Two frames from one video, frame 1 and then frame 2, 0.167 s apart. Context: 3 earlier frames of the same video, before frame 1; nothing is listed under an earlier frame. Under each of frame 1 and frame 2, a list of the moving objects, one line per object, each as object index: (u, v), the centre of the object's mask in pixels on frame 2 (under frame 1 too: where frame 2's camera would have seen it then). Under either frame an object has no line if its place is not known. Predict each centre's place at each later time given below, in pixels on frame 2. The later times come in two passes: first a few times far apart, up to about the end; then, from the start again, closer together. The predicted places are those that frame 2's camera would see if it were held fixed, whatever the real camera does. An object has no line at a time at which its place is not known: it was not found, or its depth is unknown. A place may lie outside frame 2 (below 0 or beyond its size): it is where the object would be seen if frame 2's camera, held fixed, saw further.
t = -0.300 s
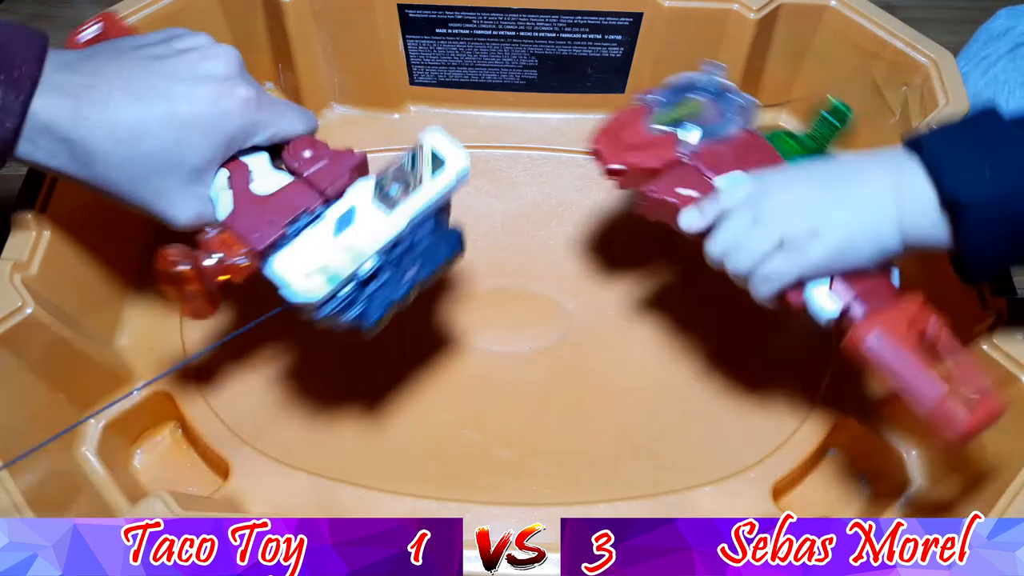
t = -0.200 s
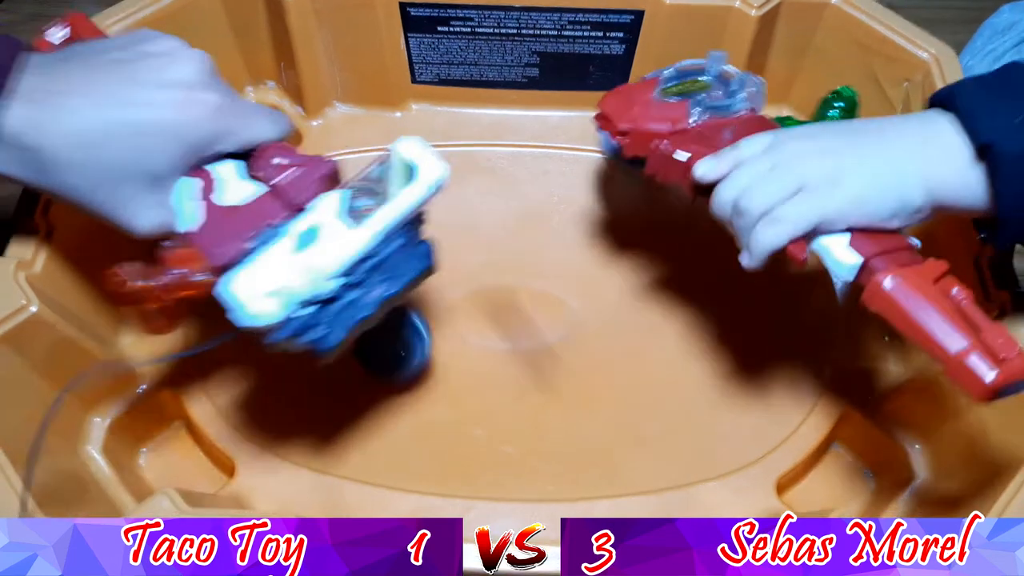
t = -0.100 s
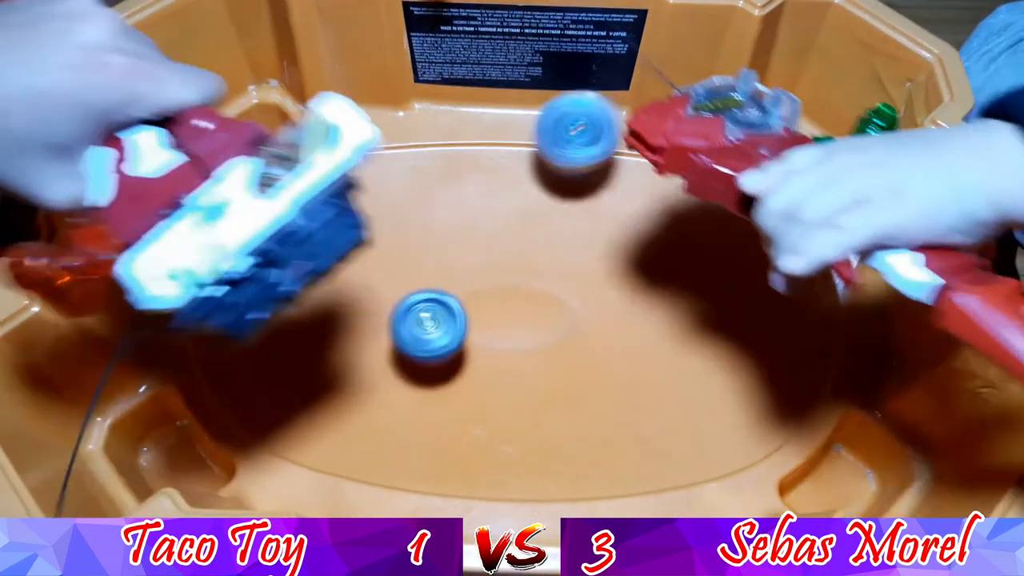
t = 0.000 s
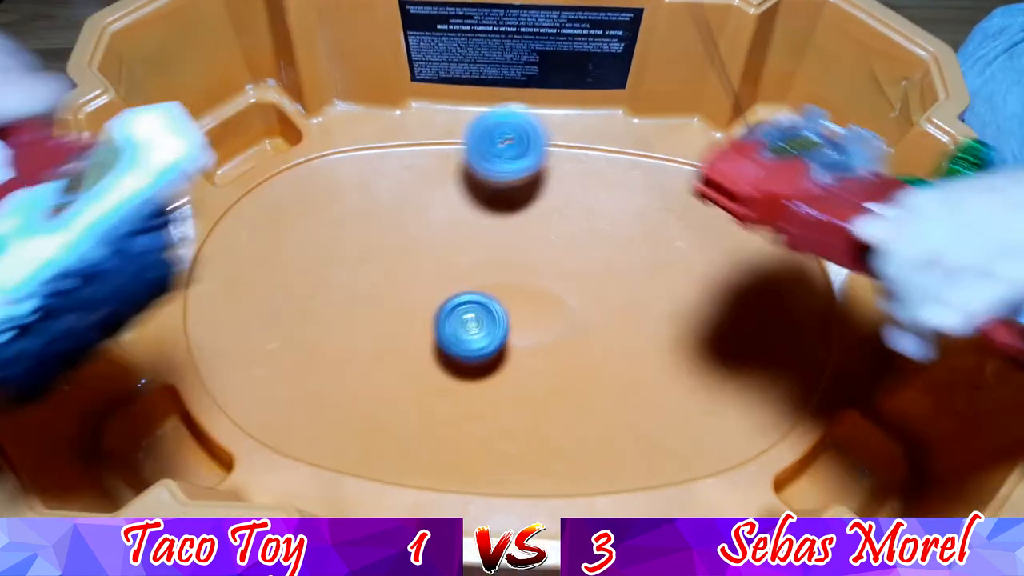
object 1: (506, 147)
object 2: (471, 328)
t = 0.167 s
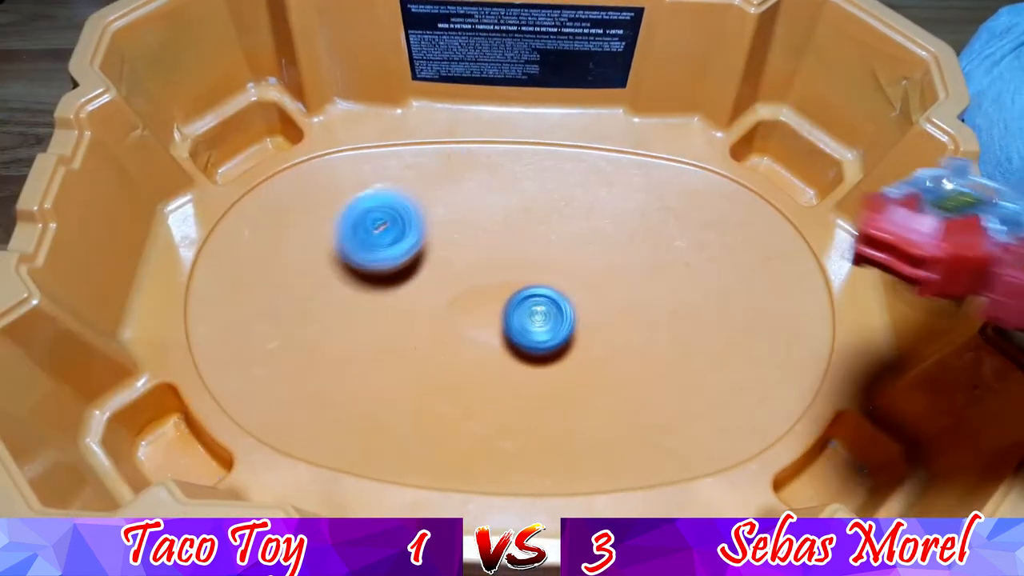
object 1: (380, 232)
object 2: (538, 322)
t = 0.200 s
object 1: (358, 249)
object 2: (552, 322)
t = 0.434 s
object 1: (321, 405)
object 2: (625, 285)
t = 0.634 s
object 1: (474, 427)
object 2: (610, 241)
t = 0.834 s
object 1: (655, 312)
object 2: (551, 234)
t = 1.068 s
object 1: (693, 149)
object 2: (491, 279)
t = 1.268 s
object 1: (581, 166)
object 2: (512, 327)
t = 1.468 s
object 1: (430, 250)
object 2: (584, 358)
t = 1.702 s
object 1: (361, 376)
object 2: (651, 299)
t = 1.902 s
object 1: (467, 410)
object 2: (609, 234)
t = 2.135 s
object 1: (649, 309)
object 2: (484, 241)
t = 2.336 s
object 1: (684, 185)
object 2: (418, 310)
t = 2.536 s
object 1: (605, 136)
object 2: (456, 377)
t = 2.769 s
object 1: (443, 218)
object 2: (562, 364)
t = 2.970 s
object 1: (356, 352)
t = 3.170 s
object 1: (429, 429)
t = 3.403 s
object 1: (608, 359)
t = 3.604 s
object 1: (683, 233)
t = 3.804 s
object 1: (615, 152)
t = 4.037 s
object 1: (448, 196)
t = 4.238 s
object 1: (338, 321)
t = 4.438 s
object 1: (399, 425)
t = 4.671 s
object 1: (601, 381)
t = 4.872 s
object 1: (692, 253)
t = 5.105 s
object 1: (614, 154)
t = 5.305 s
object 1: (470, 182)
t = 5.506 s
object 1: (346, 292)
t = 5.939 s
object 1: (580, 387)
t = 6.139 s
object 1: (687, 273)
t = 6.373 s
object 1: (618, 166)
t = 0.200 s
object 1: (358, 249)
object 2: (552, 322)
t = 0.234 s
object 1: (339, 272)
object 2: (566, 320)
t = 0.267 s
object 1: (323, 295)
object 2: (580, 317)
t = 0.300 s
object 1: (312, 319)
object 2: (593, 314)
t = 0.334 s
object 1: (305, 342)
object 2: (604, 308)
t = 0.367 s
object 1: (304, 365)
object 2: (613, 300)
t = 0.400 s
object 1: (310, 386)
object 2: (620, 294)
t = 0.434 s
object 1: (321, 405)
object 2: (625, 285)
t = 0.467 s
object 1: (337, 419)
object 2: (628, 277)
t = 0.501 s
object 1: (358, 429)
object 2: (627, 269)
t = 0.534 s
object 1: (384, 435)
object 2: (625, 260)
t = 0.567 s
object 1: (412, 437)
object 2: (622, 252)
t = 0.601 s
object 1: (443, 435)
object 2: (617, 246)
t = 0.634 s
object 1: (474, 427)
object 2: (610, 241)
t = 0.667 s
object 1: (507, 415)
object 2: (603, 235)
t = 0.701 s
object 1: (540, 399)
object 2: (594, 232)
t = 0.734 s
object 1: (573, 381)
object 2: (584, 230)
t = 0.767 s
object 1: (603, 360)
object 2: (574, 230)
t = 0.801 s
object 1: (632, 337)
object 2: (563, 231)
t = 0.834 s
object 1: (655, 312)
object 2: (551, 234)
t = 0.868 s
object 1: (674, 286)
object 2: (540, 238)
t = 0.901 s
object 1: (688, 259)
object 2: (528, 243)
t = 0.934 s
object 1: (697, 234)
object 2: (517, 248)
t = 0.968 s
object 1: (702, 210)
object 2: (508, 255)
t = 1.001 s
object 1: (703, 188)
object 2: (500, 263)
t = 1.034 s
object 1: (700, 168)
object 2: (494, 271)
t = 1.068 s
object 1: (693, 149)
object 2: (491, 279)
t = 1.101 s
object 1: (682, 135)
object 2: (489, 287)
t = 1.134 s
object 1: (667, 132)
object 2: (491, 295)
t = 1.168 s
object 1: (648, 138)
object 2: (494, 301)
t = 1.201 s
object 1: (627, 141)
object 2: (498, 309)
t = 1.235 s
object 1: (605, 156)
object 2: (504, 318)
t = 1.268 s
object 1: (581, 166)
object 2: (512, 327)
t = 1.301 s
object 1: (558, 179)
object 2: (521, 337)
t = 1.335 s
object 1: (533, 193)
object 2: (531, 345)
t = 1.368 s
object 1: (507, 206)
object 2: (543, 351)
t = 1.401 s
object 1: (482, 220)
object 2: (556, 356)
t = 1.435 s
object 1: (454, 235)
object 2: (570, 358)
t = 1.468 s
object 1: (430, 250)
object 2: (584, 358)
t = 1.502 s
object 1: (408, 267)
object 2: (598, 355)
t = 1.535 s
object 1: (389, 285)
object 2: (611, 350)
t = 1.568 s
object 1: (374, 304)
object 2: (624, 342)
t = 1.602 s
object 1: (364, 324)
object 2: (634, 334)
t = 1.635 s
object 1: (358, 343)
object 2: (642, 323)
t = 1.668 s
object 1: (357, 361)
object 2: (648, 311)
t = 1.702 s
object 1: (361, 376)
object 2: (651, 299)
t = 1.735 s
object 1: (369, 390)
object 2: (651, 287)
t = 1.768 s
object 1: (382, 401)
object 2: (649, 275)
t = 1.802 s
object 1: (399, 408)
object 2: (643, 263)
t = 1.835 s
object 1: (419, 412)
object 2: (634, 252)
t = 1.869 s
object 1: (441, 413)
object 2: (623, 242)
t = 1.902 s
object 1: (467, 410)
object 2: (609, 234)
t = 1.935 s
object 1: (493, 403)
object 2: (593, 228)
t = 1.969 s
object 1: (520, 394)
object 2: (576, 225)
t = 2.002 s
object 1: (548, 382)
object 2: (558, 223)
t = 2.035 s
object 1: (576, 367)
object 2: (539, 225)
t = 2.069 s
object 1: (604, 350)
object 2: (520, 229)
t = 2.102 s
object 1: (628, 330)
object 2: (502, 234)
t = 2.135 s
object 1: (649, 309)
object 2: (484, 241)
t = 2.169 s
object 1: (666, 288)
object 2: (468, 250)
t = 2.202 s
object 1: (678, 265)
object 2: (453, 260)
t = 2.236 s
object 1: (686, 243)
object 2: (441, 270)
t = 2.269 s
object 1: (689, 223)
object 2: (430, 283)
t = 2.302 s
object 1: (688, 203)
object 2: (422, 296)
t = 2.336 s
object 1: (684, 185)
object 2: (418, 310)
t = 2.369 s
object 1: (677, 170)
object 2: (416, 324)
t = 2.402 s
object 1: (667, 156)
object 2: (419, 338)
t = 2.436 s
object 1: (654, 146)
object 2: (424, 350)
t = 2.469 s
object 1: (640, 139)
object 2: (432, 361)
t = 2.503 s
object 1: (623, 135)
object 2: (443, 370)
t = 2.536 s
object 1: (605, 136)
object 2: (456, 377)
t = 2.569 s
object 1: (585, 140)
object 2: (471, 381)
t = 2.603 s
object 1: (563, 147)
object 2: (487, 383)
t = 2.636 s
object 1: (541, 157)
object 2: (503, 383)
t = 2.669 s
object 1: (518, 169)
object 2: (518, 380)
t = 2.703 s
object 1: (494, 183)
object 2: (534, 376)
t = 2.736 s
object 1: (468, 200)
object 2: (548, 371)
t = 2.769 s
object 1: (443, 218)
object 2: (562, 364)
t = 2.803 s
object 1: (419, 238)
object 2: (575, 355)
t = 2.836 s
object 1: (397, 259)
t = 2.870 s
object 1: (380, 282)
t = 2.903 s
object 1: (367, 305)
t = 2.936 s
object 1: (360, 329)
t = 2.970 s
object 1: (356, 352)
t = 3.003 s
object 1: (357, 373)
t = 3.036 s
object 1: (363, 391)
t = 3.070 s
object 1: (373, 406)
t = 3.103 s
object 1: (388, 417)
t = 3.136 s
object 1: (407, 425)
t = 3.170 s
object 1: (429, 429)
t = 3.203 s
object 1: (452, 429)
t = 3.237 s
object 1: (478, 424)
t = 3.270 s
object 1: (504, 417)
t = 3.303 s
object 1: (529, 406)
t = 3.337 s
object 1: (556, 393)
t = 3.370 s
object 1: (582, 377)
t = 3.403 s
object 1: (608, 359)
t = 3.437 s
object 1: (631, 340)
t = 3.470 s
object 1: (650, 319)
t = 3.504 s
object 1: (665, 297)
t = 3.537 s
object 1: (676, 275)
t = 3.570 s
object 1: (682, 253)
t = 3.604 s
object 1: (683, 233)
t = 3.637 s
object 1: (680, 213)
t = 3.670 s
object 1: (673, 196)
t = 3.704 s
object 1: (663, 181)
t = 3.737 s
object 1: (649, 168)
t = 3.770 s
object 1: (633, 158)
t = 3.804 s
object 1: (615, 152)
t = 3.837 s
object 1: (596, 149)
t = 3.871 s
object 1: (574, 150)
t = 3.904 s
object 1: (551, 154)
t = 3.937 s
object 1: (526, 160)
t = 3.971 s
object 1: (501, 169)
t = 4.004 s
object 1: (475, 182)
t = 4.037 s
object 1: (448, 196)
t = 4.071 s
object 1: (423, 212)
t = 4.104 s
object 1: (398, 232)
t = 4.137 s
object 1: (377, 252)
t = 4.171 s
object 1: (359, 275)
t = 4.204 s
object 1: (347, 297)
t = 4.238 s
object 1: (338, 321)
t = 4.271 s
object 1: (336, 344)
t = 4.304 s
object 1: (338, 366)
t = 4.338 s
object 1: (347, 386)
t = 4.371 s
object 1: (360, 403)
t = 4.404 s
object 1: (377, 415)
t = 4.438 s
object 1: (399, 425)
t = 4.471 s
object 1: (424, 430)
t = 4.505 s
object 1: (453, 431)
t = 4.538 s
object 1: (482, 427)
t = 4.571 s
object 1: (511, 420)
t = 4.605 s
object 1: (542, 409)
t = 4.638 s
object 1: (571, 396)
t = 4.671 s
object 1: (601, 381)
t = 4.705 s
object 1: (628, 363)
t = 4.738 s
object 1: (650, 343)
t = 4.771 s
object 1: (668, 320)
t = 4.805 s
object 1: (681, 298)
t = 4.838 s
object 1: (689, 275)
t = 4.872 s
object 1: (692, 253)
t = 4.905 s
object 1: (691, 232)
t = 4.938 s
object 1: (687, 212)
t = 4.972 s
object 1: (678, 195)
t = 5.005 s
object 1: (666, 180)
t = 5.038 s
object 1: (651, 169)
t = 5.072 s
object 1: (633, 159)
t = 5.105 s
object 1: (614, 154)
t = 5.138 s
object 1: (592, 150)
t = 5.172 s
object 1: (570, 151)
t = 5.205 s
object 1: (546, 154)
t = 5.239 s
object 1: (521, 161)
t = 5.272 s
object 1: (496, 170)
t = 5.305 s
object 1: (470, 182)
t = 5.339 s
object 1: (444, 196)
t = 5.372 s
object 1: (418, 212)
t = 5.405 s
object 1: (394, 230)
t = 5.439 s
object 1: (374, 250)
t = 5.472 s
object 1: (357, 270)
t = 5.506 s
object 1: (346, 292)
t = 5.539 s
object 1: (340, 315)
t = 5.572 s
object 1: (339, 337)
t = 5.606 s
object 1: (342, 359)
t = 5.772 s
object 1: (432, 418)
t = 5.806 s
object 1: (460, 418)
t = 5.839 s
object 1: (490, 415)
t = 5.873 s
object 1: (520, 408)
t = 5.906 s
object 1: (551, 399)
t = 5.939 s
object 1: (580, 387)
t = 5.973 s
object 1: (609, 372)
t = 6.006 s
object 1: (634, 355)
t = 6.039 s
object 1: (656, 336)
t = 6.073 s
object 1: (671, 314)
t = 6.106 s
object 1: (681, 293)
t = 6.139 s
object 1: (687, 273)
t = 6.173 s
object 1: (688, 252)
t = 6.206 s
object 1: (686, 232)
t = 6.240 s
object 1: (679, 214)
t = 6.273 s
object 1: (668, 197)
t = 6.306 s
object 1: (654, 184)
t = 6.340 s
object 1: (637, 173)
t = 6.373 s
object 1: (618, 166)
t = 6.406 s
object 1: (596, 162)
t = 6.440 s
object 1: (573, 162)
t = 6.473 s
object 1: (549, 164)
